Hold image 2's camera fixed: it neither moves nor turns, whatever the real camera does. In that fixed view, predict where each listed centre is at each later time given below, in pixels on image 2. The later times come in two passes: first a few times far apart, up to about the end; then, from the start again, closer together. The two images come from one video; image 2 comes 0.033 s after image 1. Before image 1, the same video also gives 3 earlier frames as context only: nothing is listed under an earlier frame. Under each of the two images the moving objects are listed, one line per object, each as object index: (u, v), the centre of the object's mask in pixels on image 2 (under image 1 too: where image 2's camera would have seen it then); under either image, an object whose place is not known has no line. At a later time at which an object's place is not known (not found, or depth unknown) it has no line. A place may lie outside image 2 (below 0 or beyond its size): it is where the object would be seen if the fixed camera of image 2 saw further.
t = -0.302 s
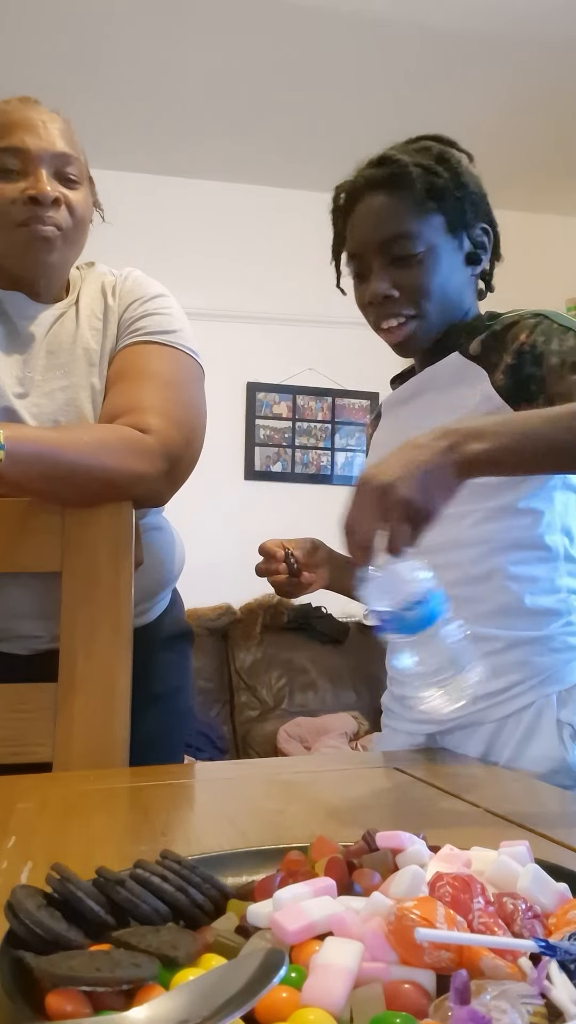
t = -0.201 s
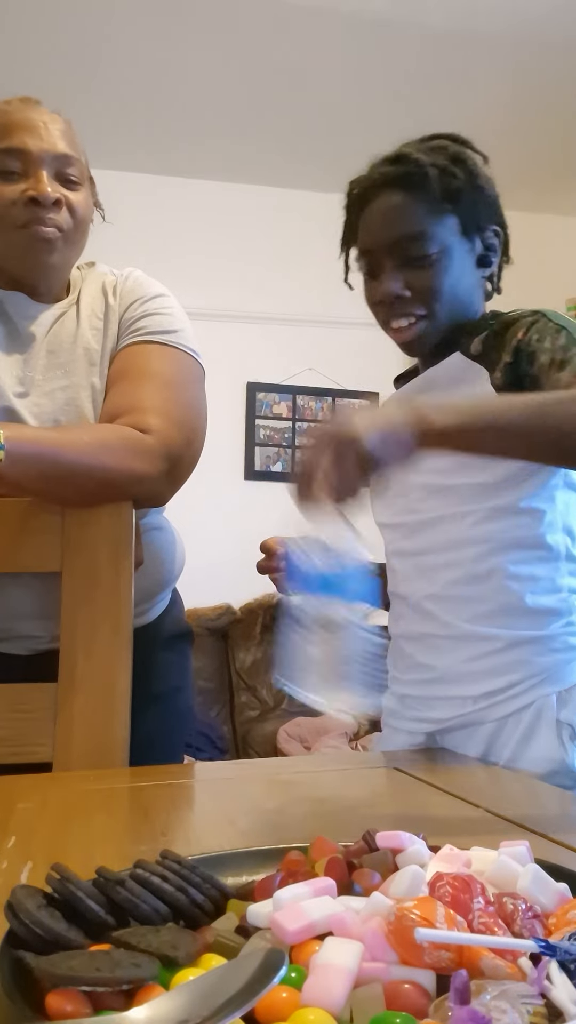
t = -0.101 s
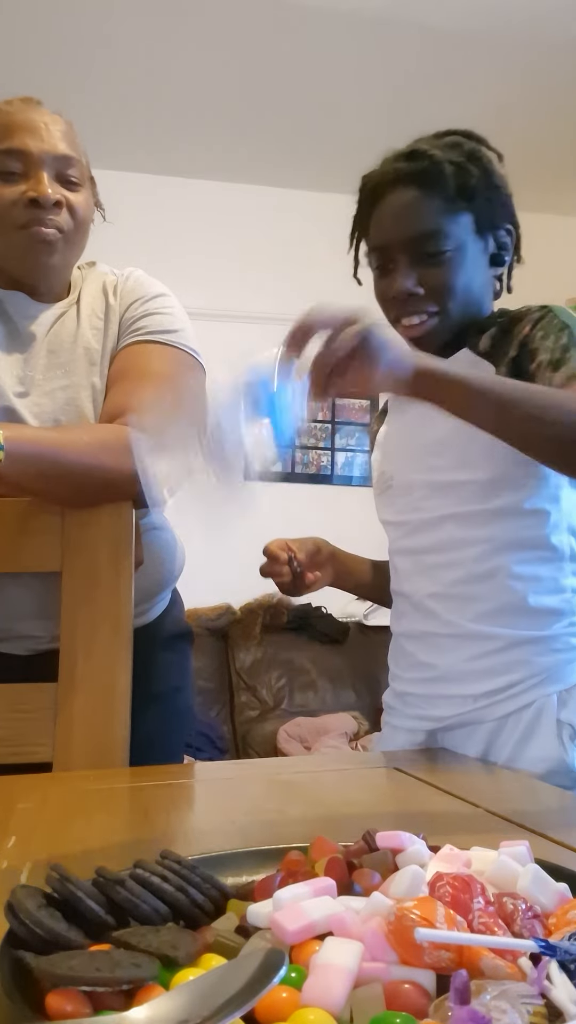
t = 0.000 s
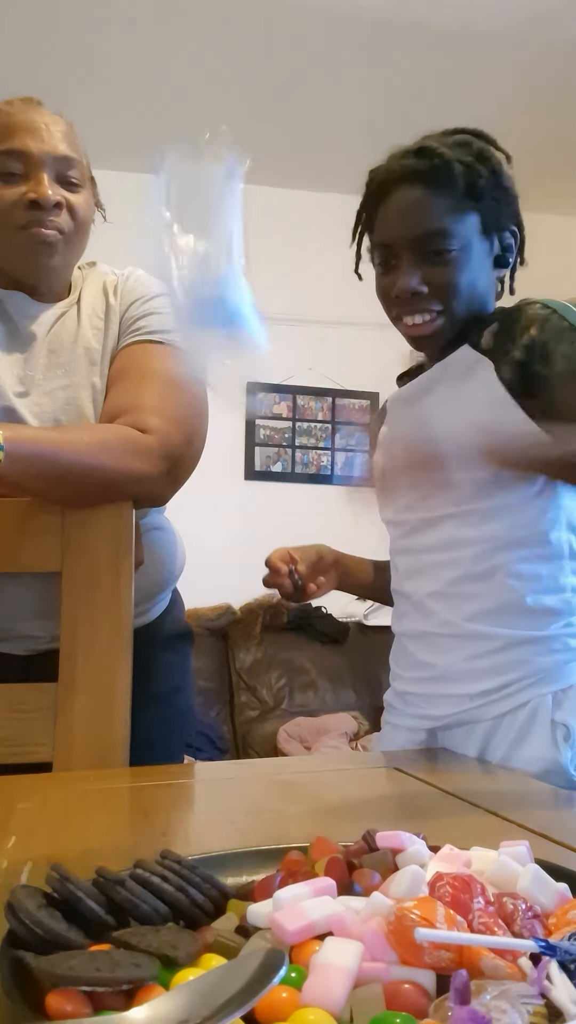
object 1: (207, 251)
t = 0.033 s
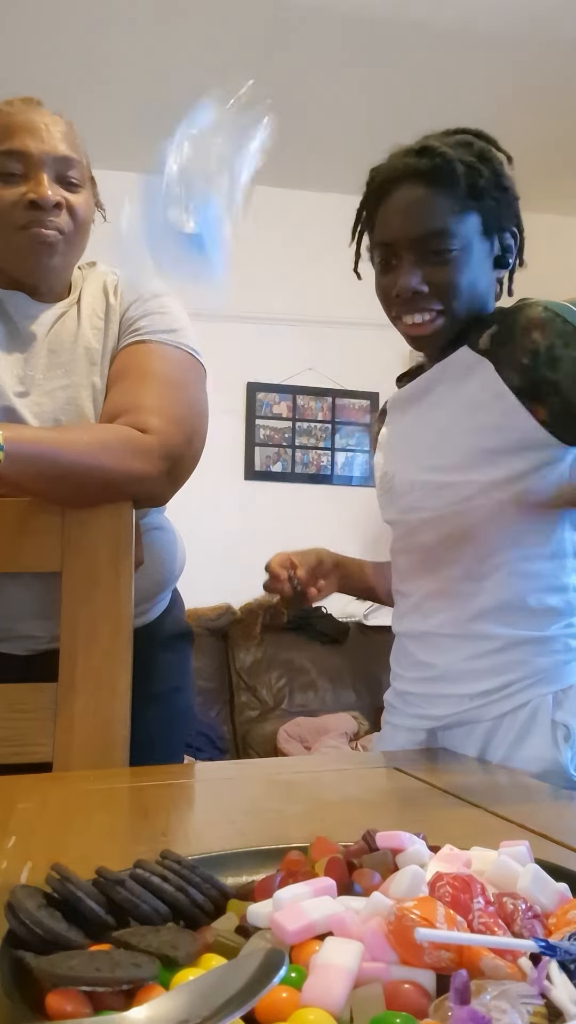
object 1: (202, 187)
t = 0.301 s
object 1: (292, 202)
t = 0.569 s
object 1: (416, 705)
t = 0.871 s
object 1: (467, 755)
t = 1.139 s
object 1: (472, 755)
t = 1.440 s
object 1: (478, 756)
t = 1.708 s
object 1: (477, 757)
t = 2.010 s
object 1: (477, 757)
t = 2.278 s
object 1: (479, 756)
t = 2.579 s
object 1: (478, 757)
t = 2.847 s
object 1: (478, 757)
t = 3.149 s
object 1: (478, 757)
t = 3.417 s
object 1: (478, 757)
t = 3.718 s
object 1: (479, 756)
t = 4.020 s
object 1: (478, 756)
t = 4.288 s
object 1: (478, 756)
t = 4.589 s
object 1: (478, 756)
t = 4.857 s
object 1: (478, 756)
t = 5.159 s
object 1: (478, 756)
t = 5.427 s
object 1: (478, 756)
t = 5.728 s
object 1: (478, 756)
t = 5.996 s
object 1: (478, 756)
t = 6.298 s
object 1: (478, 757)
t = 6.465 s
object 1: (478, 757)
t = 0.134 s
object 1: (216, 79)
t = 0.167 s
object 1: (236, 80)
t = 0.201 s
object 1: (252, 93)
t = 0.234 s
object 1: (266, 117)
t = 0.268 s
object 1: (277, 150)
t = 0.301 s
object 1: (292, 202)
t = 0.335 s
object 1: (311, 275)
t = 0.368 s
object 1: (327, 361)
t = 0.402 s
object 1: (347, 470)
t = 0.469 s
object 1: (382, 645)
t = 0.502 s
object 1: (396, 710)
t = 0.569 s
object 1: (416, 705)
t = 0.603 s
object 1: (451, 640)
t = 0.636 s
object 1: (477, 645)
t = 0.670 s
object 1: (505, 657)
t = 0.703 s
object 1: (509, 706)
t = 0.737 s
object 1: (429, 754)
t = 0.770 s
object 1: (461, 755)
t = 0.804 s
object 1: (466, 754)
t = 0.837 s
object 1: (467, 754)
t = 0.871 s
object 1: (467, 755)
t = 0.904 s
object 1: (465, 755)
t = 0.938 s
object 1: (465, 755)
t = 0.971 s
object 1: (466, 756)
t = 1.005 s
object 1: (467, 756)
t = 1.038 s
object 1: (470, 755)
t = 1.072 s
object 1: (470, 756)
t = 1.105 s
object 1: (471, 755)
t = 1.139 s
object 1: (472, 755)
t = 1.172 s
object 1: (474, 756)
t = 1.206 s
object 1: (476, 756)
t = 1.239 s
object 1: (476, 757)
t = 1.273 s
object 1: (476, 757)
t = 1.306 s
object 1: (476, 756)
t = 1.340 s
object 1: (477, 756)
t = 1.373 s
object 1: (477, 757)
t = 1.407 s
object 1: (478, 758)
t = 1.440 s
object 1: (478, 756)
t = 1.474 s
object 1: (478, 755)
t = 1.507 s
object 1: (478, 755)
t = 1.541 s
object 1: (477, 754)
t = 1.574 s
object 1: (477, 755)
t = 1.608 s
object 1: (477, 757)
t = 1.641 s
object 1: (477, 757)
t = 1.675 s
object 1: (477, 756)
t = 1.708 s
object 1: (477, 757)
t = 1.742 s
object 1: (476, 757)
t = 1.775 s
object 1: (478, 757)
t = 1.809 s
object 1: (478, 757)
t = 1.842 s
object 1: (477, 758)
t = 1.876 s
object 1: (477, 757)
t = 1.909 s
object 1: (477, 758)
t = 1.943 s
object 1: (477, 758)
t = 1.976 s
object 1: (477, 757)
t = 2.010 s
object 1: (477, 757)
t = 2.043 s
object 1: (477, 757)
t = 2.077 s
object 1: (477, 757)
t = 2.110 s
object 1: (478, 757)
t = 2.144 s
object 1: (478, 757)
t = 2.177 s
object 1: (478, 757)
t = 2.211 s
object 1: (478, 756)
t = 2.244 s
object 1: (478, 756)
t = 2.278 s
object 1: (479, 756)
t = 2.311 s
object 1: (478, 756)
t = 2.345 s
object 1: (478, 756)
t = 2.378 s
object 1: (478, 756)
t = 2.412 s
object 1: (478, 757)
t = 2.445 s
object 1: (478, 756)
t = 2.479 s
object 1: (478, 757)
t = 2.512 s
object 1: (478, 757)
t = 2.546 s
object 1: (478, 757)
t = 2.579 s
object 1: (478, 757)
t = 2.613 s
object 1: (478, 757)
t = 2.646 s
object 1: (478, 757)
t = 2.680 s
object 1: (478, 757)
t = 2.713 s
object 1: (478, 757)
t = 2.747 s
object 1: (478, 757)
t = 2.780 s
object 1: (478, 757)
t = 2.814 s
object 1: (477, 757)
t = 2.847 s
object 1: (478, 757)
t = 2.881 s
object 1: (478, 757)
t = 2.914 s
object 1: (478, 756)
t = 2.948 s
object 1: (478, 756)
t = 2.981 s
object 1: (479, 756)
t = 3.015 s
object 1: (479, 757)
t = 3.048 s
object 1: (478, 756)
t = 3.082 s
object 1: (478, 756)
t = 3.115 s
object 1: (478, 757)
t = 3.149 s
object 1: (478, 757)
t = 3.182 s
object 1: (479, 757)
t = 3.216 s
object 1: (479, 757)
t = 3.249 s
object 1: (479, 757)
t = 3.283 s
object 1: (479, 757)
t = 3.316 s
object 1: (479, 757)
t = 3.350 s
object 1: (478, 757)
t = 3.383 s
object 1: (478, 757)
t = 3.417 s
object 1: (478, 757)
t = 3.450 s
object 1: (478, 757)
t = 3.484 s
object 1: (478, 757)
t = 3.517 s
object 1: (478, 757)
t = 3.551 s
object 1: (478, 757)
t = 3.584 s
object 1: (478, 756)
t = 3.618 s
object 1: (478, 756)
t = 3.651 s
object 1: (478, 757)
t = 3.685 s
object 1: (478, 756)
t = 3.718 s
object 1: (479, 756)
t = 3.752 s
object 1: (479, 757)
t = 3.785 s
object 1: (479, 757)
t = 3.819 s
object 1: (479, 756)
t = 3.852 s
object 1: (478, 756)
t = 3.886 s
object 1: (478, 756)
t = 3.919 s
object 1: (478, 756)
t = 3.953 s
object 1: (478, 756)
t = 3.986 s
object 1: (478, 756)
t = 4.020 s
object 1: (478, 756)
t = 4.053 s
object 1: (478, 756)
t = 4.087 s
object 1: (478, 757)
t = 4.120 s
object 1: (478, 756)
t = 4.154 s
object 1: (478, 756)
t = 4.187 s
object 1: (478, 757)
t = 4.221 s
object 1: (478, 757)
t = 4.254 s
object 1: (478, 756)
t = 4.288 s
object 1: (478, 756)
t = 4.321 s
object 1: (478, 757)
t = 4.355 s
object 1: (478, 757)
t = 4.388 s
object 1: (478, 756)
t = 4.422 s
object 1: (478, 756)
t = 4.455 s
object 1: (478, 756)
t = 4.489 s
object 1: (478, 756)
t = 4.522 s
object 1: (478, 756)
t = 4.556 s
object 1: (478, 756)
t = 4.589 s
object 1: (478, 756)
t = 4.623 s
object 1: (478, 756)
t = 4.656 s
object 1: (478, 756)
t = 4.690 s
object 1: (478, 756)
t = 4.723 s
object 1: (478, 756)
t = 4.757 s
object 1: (478, 756)
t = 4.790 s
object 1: (478, 756)
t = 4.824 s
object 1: (478, 756)
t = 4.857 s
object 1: (478, 756)
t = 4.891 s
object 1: (478, 757)
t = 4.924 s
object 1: (477, 756)
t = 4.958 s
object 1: (477, 756)
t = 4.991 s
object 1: (478, 757)
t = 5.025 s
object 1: (477, 756)
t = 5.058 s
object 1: (477, 756)
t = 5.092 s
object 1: (477, 756)
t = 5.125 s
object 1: (478, 756)
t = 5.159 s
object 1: (478, 756)
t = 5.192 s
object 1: (478, 756)
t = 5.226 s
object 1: (478, 756)
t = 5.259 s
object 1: (478, 756)
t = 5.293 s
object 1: (478, 756)
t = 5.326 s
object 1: (478, 756)
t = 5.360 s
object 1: (478, 756)
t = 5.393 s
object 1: (478, 756)
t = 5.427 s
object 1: (478, 756)
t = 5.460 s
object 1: (478, 756)
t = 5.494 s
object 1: (478, 757)
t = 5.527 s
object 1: (478, 756)
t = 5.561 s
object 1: (478, 756)
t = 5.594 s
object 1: (478, 756)
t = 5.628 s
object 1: (478, 757)
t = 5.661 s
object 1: (478, 757)
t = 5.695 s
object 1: (478, 757)
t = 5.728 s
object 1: (478, 756)
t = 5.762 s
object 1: (478, 756)
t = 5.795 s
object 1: (478, 756)
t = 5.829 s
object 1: (478, 756)
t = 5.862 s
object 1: (478, 756)
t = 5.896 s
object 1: (478, 757)
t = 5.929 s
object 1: (478, 756)
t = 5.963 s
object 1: (478, 756)
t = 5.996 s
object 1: (478, 756)
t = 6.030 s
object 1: (479, 757)
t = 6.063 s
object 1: (479, 757)
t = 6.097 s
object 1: (479, 757)
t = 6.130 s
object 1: (478, 756)
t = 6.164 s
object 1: (478, 756)
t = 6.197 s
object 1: (478, 756)
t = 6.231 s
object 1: (478, 757)
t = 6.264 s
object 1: (478, 757)
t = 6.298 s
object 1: (478, 757)
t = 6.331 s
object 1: (478, 757)
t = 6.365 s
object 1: (478, 757)
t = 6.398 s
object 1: (478, 757)
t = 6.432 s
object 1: (478, 756)
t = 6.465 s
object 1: (478, 757)
